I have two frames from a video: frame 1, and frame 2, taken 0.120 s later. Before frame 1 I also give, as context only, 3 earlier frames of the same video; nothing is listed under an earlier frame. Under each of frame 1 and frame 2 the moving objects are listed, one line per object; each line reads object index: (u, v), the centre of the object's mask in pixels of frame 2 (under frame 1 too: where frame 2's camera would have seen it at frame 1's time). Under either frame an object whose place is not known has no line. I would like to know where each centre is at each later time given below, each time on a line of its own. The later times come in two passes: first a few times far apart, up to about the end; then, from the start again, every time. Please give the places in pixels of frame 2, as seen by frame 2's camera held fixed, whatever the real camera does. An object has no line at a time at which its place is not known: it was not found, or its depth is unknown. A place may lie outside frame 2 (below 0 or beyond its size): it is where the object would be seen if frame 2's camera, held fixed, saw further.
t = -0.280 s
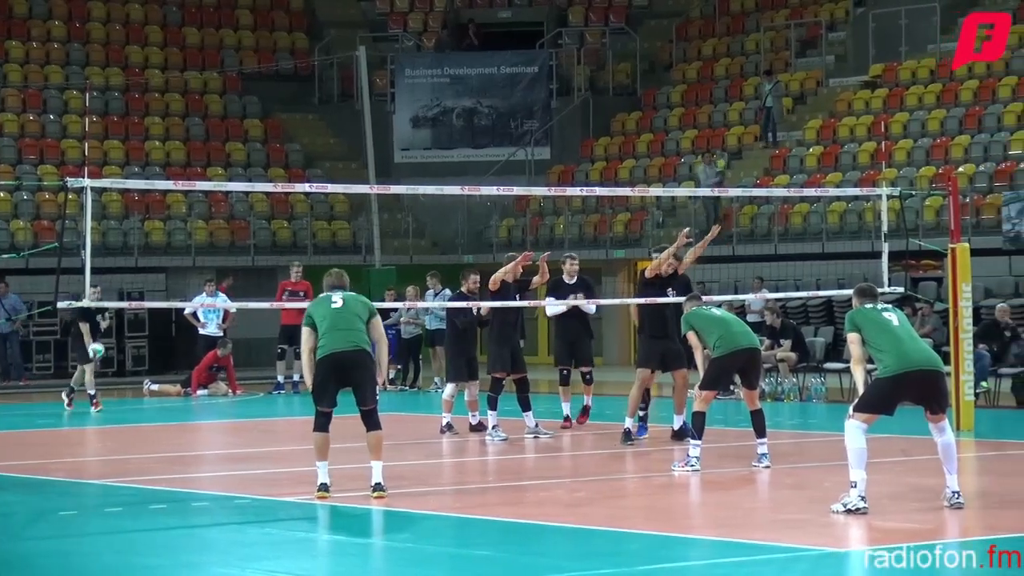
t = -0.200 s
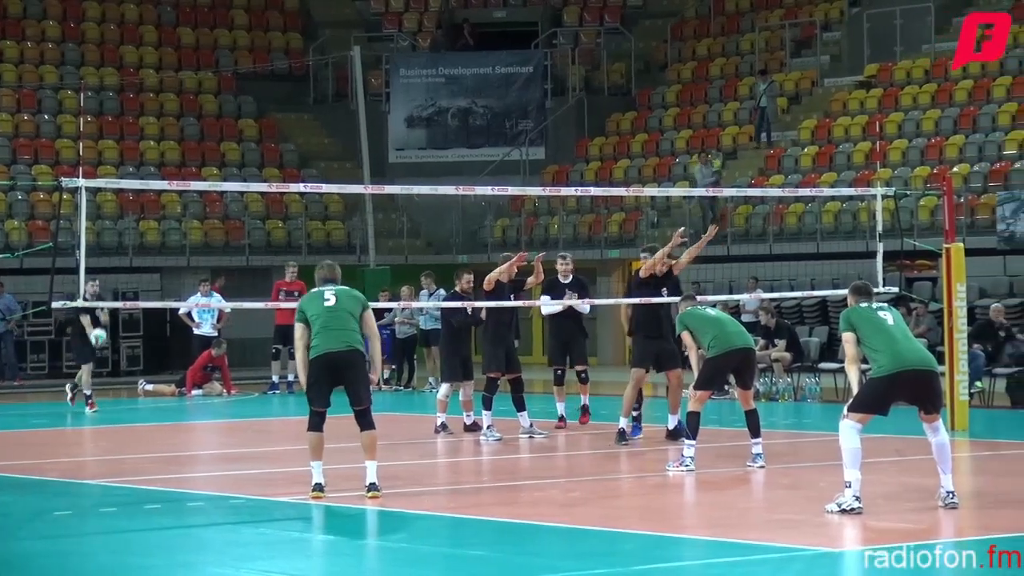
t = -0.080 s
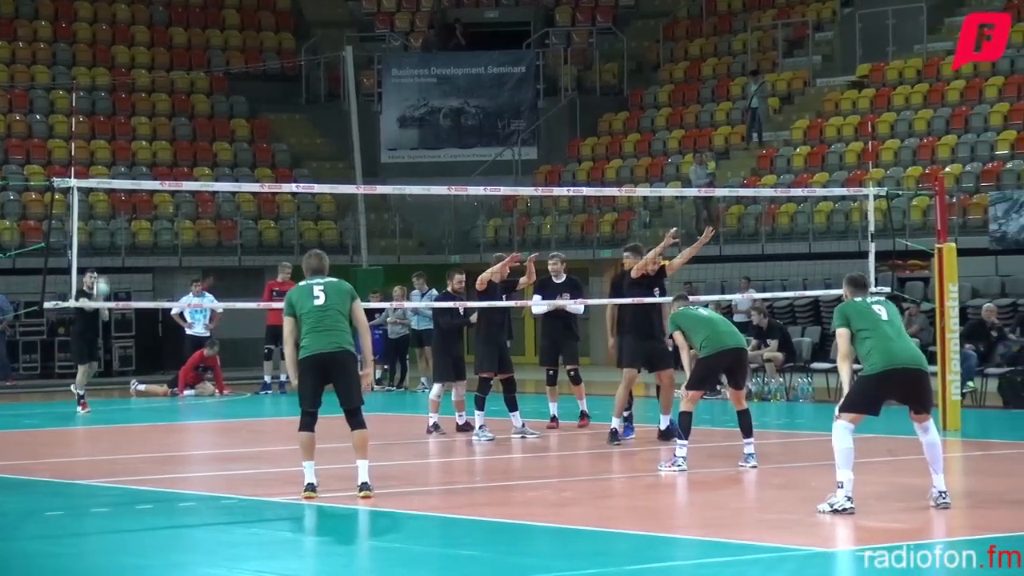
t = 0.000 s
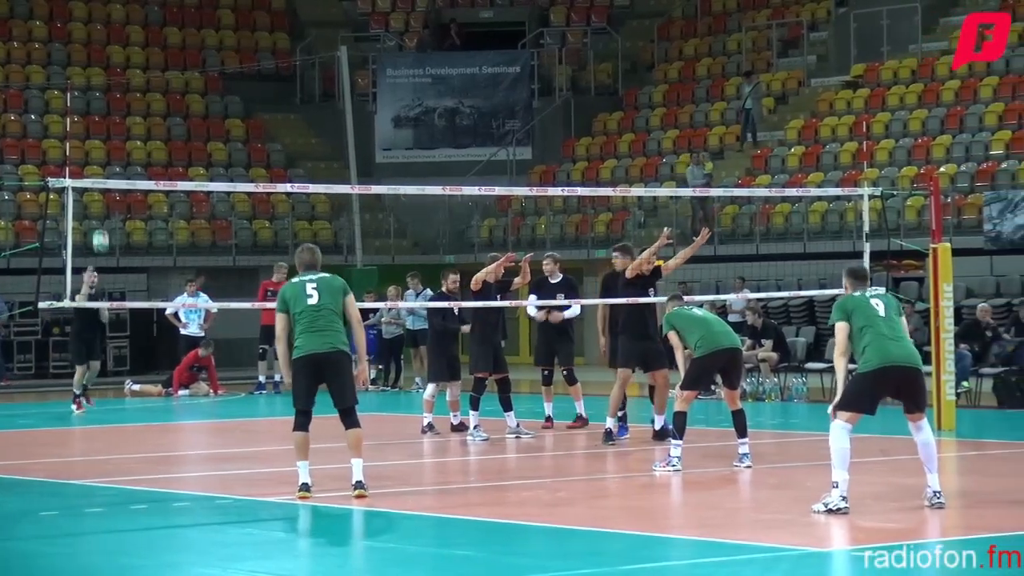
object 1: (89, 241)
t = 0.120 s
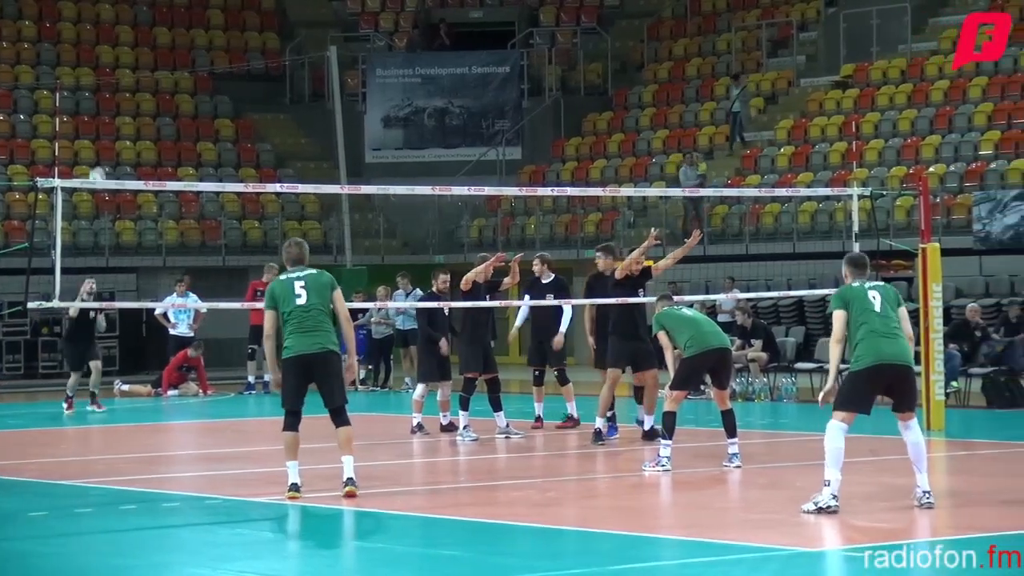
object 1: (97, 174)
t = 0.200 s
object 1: (102, 143)
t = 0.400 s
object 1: (117, 75)
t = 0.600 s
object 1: (133, 37)
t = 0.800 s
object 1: (148, 30)
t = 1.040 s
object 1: (167, 62)
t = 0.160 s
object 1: (100, 159)
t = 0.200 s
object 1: (102, 143)
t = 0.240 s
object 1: (106, 127)
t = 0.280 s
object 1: (108, 111)
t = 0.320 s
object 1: (111, 98)
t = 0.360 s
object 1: (114, 86)
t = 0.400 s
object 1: (117, 75)
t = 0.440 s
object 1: (120, 64)
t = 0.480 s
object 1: (123, 56)
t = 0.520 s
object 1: (126, 48)
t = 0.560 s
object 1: (129, 42)
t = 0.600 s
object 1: (133, 37)
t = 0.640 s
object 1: (136, 33)
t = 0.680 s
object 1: (139, 31)
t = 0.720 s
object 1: (142, 29)
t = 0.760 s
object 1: (145, 29)
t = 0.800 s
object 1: (148, 30)
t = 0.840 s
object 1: (152, 32)
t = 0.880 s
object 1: (155, 35)
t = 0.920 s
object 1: (158, 40)
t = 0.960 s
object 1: (160, 46)
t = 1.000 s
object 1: (164, 53)
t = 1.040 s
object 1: (167, 62)
